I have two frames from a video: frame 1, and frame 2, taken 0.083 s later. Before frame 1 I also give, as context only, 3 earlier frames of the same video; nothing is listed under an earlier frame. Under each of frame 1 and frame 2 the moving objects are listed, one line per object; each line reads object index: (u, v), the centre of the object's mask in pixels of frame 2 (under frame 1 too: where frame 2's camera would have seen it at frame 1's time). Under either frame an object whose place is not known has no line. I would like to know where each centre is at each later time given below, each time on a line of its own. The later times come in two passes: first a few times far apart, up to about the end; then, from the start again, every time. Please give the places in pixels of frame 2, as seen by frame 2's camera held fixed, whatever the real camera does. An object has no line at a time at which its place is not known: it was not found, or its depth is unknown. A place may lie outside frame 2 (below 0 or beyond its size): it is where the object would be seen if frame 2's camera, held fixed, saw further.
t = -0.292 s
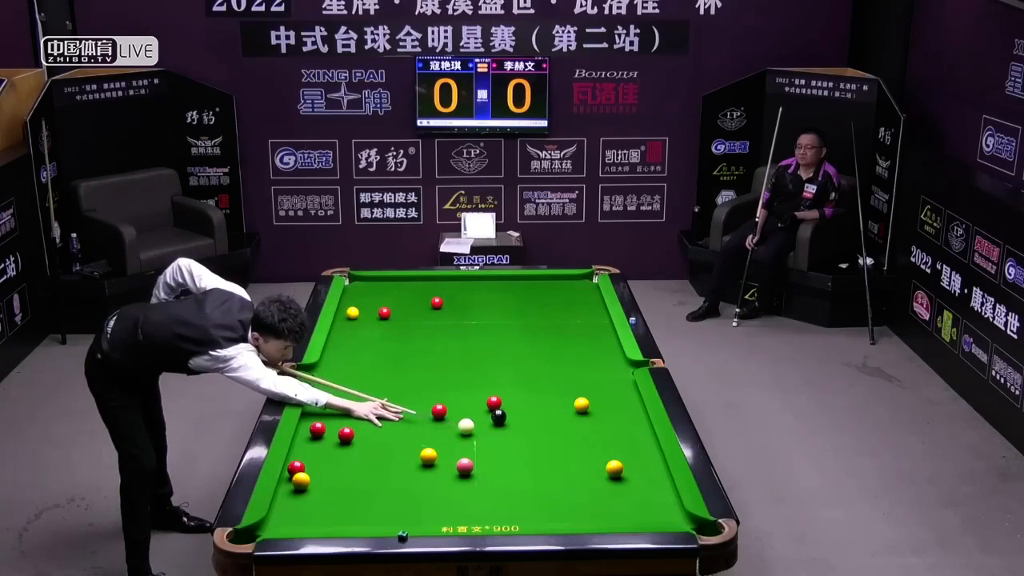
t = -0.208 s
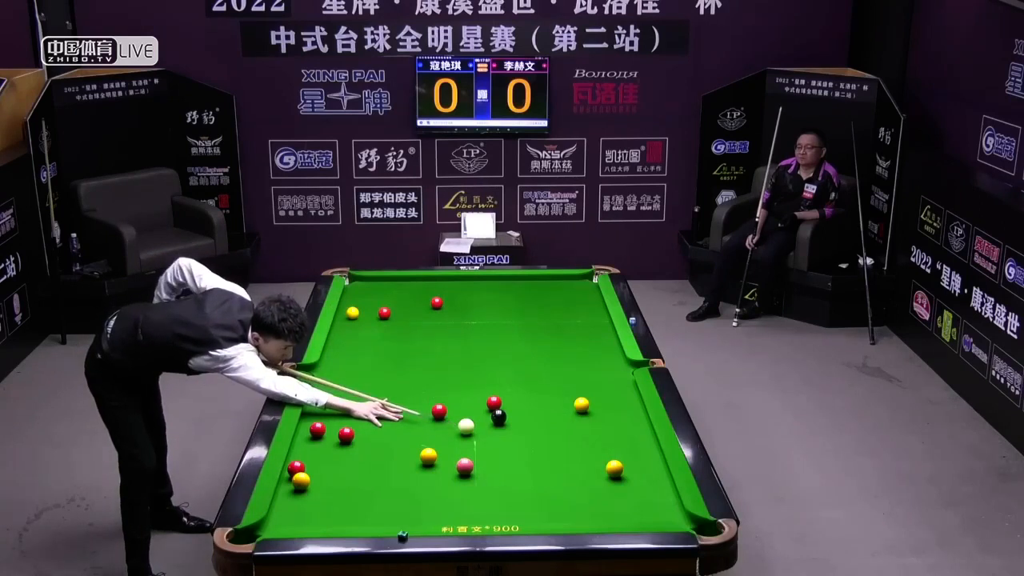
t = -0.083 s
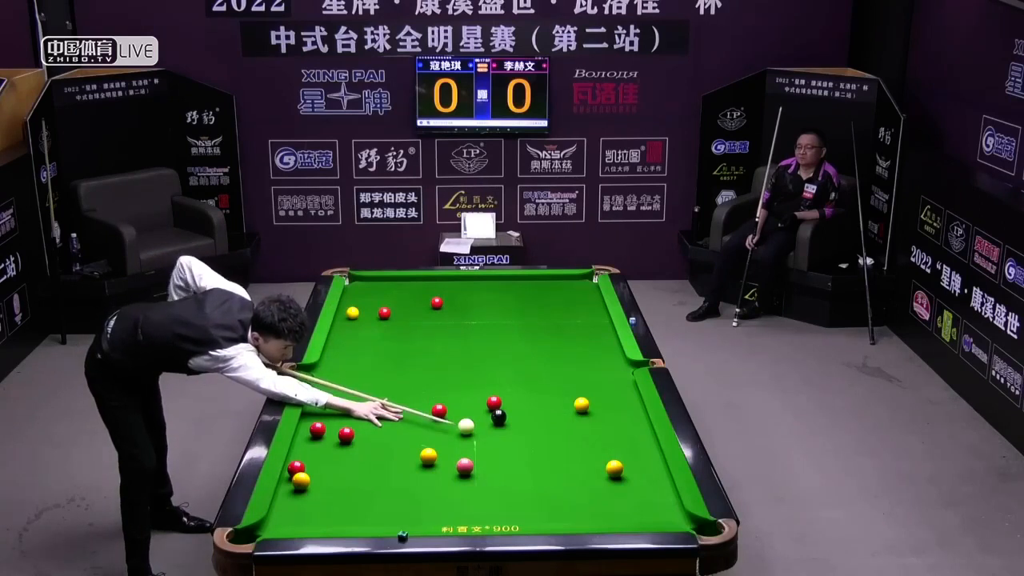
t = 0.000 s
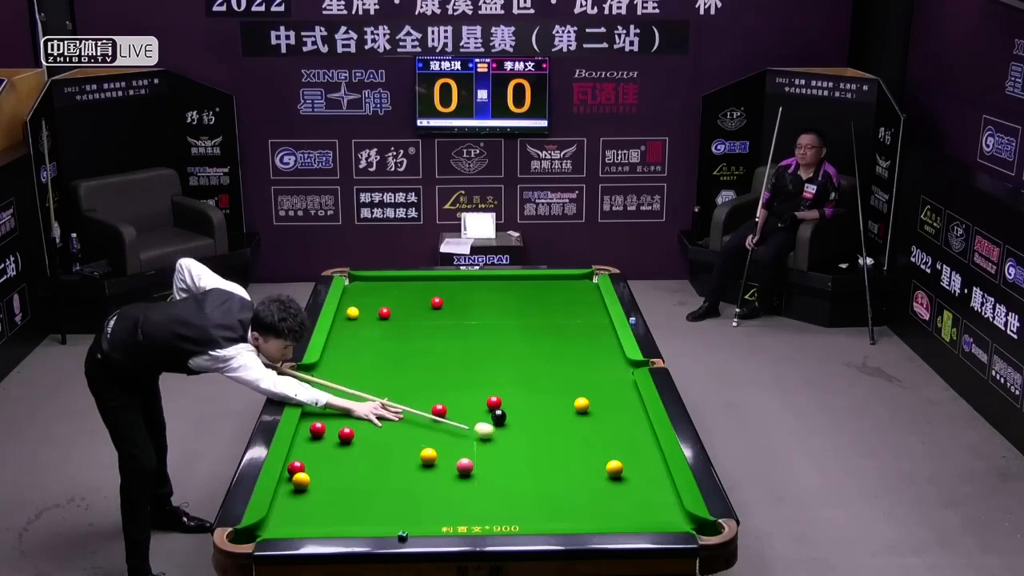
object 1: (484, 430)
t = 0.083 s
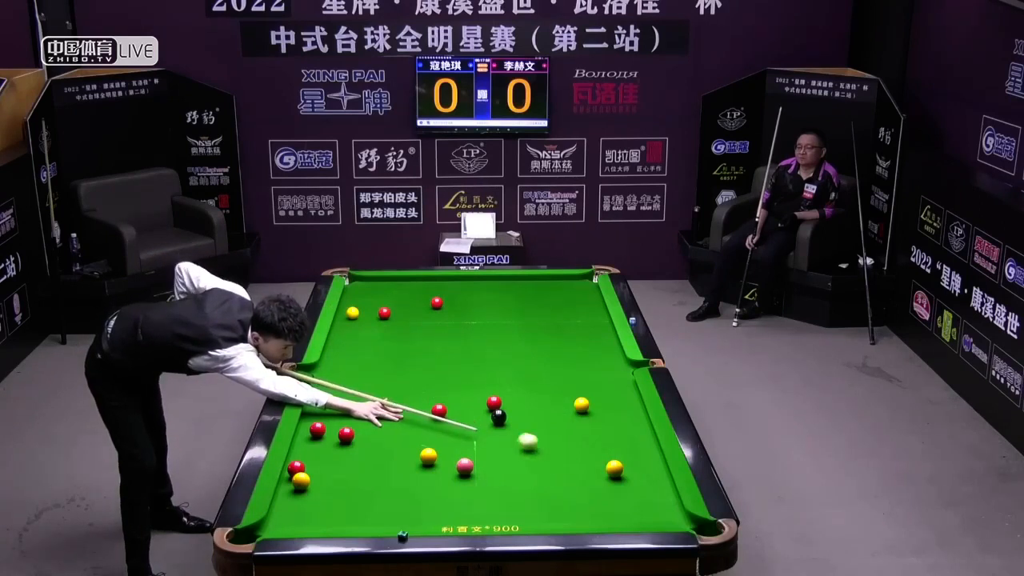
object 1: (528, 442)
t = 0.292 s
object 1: (612, 459)
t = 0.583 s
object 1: (646, 461)
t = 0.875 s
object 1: (608, 470)
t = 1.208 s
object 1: (572, 478)
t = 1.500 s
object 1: (534, 487)
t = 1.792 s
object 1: (505, 493)
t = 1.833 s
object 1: (501, 493)
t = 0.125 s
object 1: (544, 445)
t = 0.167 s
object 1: (560, 449)
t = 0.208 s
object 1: (568, 451)
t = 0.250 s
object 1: (582, 455)
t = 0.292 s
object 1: (612, 459)
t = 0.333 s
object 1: (622, 459)
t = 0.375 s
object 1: (627, 459)
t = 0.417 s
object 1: (636, 458)
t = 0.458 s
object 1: (650, 458)
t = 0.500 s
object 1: (656, 459)
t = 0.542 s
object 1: (649, 460)
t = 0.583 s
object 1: (646, 461)
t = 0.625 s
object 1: (640, 462)
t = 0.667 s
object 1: (632, 464)
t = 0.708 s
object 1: (627, 465)
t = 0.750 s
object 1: (622, 466)
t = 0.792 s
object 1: (619, 467)
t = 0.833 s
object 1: (615, 468)
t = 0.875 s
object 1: (608, 470)
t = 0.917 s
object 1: (603, 470)
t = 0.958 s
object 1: (598, 472)
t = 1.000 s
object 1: (596, 472)
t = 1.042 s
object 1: (591, 473)
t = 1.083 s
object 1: (584, 475)
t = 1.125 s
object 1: (579, 476)
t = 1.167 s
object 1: (574, 477)
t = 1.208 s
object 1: (572, 478)
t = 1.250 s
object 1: (568, 479)
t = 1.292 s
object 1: (556, 481)
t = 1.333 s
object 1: (551, 482)
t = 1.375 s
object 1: (549, 482)
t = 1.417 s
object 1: (545, 484)
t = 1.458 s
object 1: (538, 486)
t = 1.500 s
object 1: (534, 487)
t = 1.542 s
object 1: (529, 487)
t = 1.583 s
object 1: (527, 488)
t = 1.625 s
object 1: (522, 488)
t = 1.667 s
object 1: (516, 490)
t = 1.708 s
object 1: (511, 491)
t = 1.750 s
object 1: (507, 492)
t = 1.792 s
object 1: (505, 493)
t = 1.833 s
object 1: (501, 493)
